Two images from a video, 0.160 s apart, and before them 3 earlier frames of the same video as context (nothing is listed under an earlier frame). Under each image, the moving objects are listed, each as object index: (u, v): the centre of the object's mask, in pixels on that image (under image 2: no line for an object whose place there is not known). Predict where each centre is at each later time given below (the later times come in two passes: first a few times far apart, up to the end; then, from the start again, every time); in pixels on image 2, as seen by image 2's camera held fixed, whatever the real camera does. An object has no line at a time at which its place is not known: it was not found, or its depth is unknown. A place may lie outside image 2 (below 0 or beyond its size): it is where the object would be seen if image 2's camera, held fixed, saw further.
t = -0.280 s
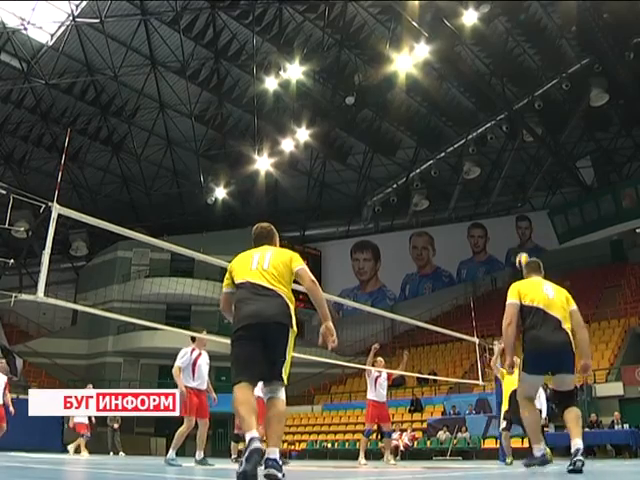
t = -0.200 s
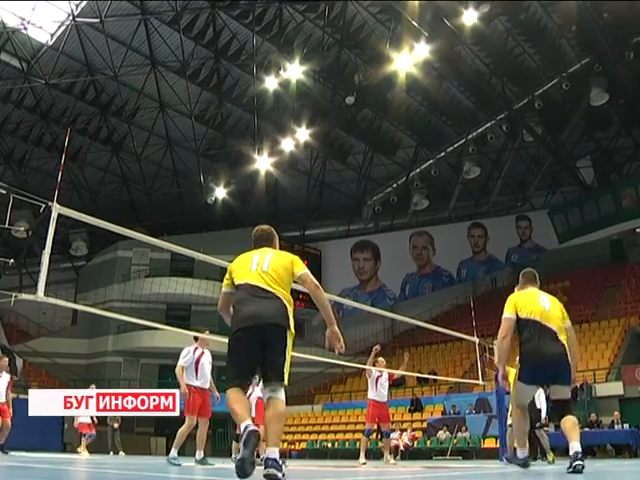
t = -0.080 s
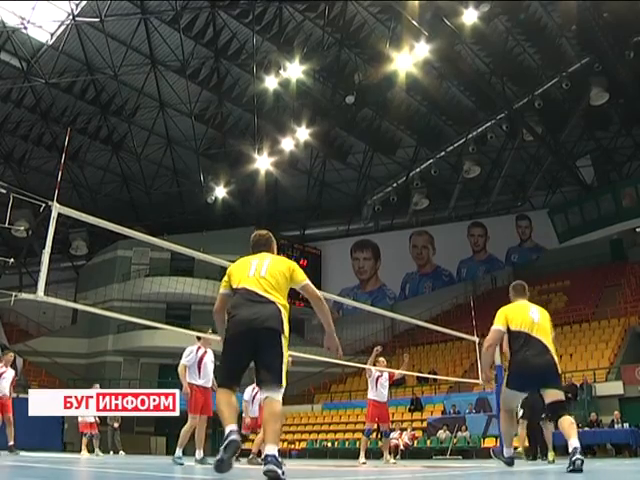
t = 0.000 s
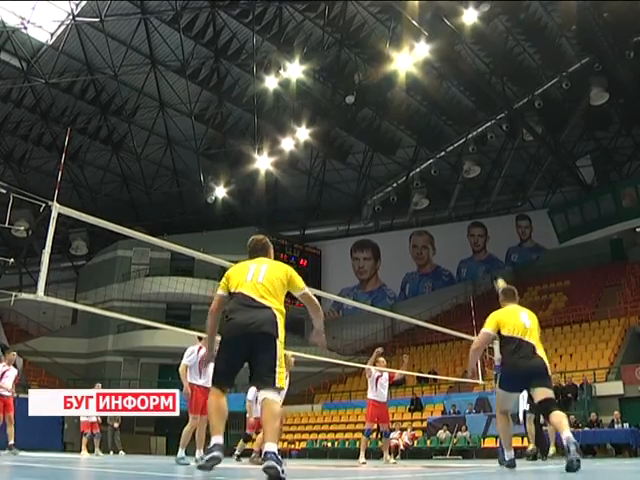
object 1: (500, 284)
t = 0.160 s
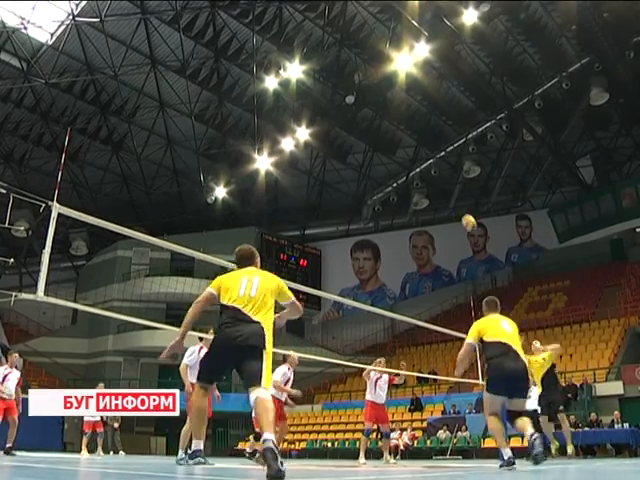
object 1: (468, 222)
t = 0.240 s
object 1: (453, 196)
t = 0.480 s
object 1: (409, 138)
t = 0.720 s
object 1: (364, 113)
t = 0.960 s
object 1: (317, 121)
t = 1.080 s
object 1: (291, 140)
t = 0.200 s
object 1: (461, 209)
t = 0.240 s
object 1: (453, 196)
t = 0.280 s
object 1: (446, 184)
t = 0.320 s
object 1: (439, 173)
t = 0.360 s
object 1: (431, 164)
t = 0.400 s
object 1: (424, 154)
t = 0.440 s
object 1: (417, 145)
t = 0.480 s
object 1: (409, 138)
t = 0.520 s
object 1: (402, 132)
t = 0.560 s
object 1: (395, 126)
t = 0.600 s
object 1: (387, 121)
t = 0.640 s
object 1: (380, 117)
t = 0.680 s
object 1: (372, 115)
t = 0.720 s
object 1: (364, 113)
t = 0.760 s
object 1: (357, 112)
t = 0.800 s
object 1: (349, 111)
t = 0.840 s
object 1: (341, 112)
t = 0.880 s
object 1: (333, 115)
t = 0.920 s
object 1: (325, 117)
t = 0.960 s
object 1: (317, 121)
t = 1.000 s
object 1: (309, 126)
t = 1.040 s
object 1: (300, 133)
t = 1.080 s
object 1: (291, 140)
